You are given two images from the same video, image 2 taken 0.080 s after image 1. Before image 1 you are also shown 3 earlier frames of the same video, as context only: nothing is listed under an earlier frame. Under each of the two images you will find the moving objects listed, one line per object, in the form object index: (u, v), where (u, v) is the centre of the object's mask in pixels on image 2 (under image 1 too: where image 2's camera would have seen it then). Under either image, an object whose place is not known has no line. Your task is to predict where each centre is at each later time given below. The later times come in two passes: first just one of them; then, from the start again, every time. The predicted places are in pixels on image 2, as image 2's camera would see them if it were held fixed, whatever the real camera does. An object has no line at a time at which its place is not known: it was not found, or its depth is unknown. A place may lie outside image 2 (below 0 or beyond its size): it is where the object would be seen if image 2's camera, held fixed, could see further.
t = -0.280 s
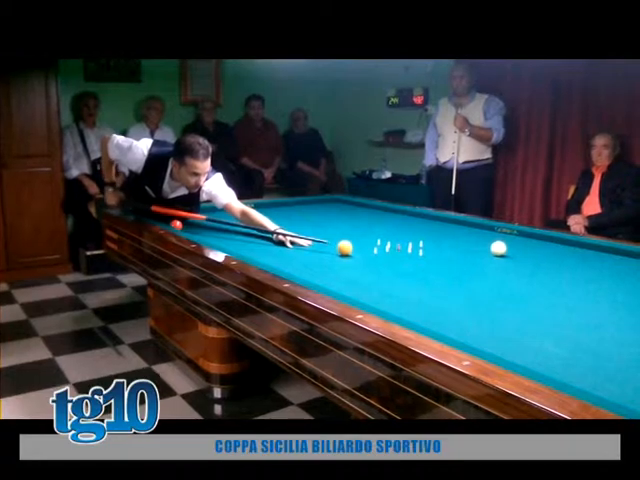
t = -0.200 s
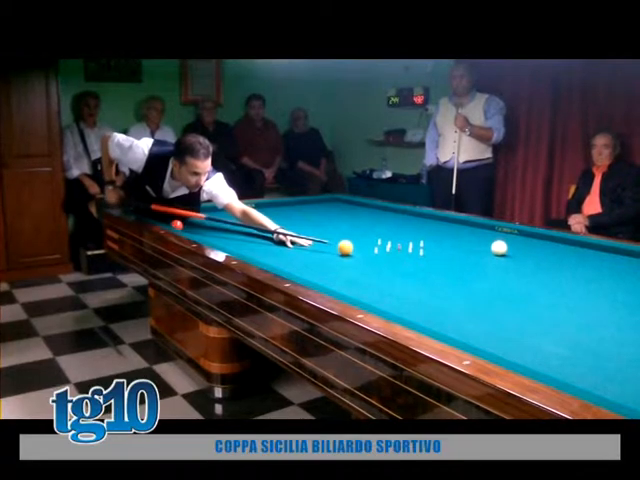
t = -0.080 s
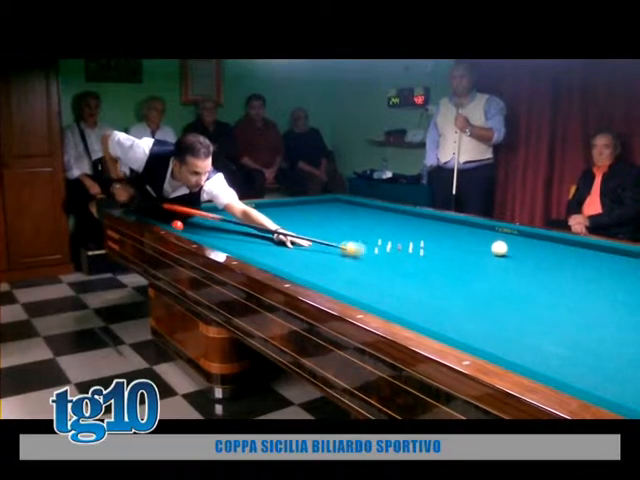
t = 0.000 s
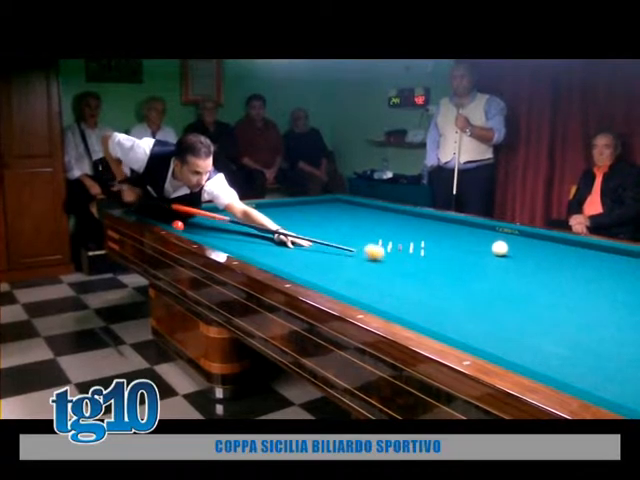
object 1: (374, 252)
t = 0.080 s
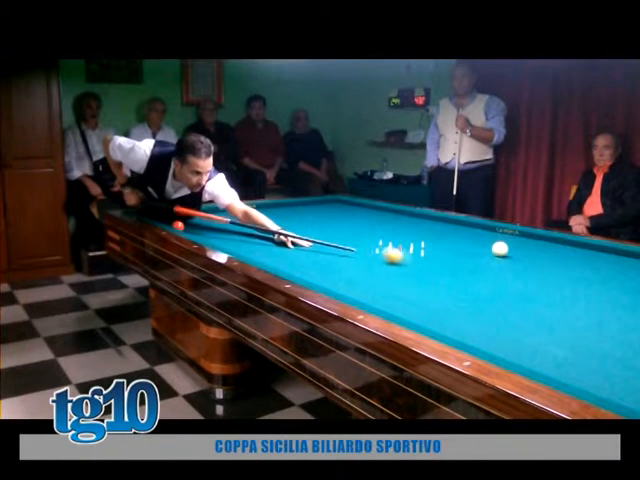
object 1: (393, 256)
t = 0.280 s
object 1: (439, 262)
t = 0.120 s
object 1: (403, 257)
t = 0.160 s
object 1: (413, 259)
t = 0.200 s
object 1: (423, 260)
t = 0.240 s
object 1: (430, 261)
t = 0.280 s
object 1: (439, 262)
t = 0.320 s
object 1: (448, 264)
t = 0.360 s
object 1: (457, 265)
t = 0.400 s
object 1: (468, 267)
